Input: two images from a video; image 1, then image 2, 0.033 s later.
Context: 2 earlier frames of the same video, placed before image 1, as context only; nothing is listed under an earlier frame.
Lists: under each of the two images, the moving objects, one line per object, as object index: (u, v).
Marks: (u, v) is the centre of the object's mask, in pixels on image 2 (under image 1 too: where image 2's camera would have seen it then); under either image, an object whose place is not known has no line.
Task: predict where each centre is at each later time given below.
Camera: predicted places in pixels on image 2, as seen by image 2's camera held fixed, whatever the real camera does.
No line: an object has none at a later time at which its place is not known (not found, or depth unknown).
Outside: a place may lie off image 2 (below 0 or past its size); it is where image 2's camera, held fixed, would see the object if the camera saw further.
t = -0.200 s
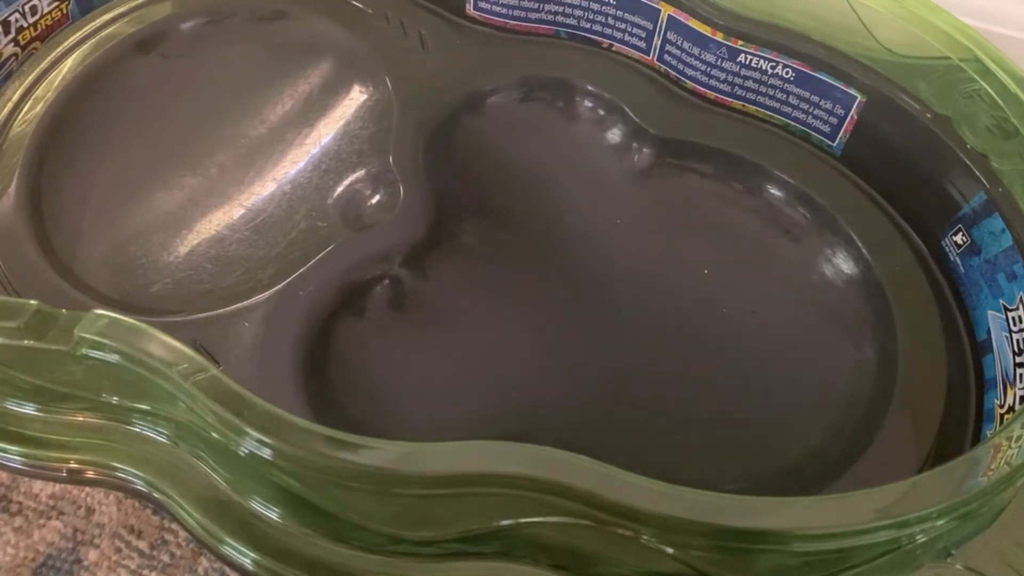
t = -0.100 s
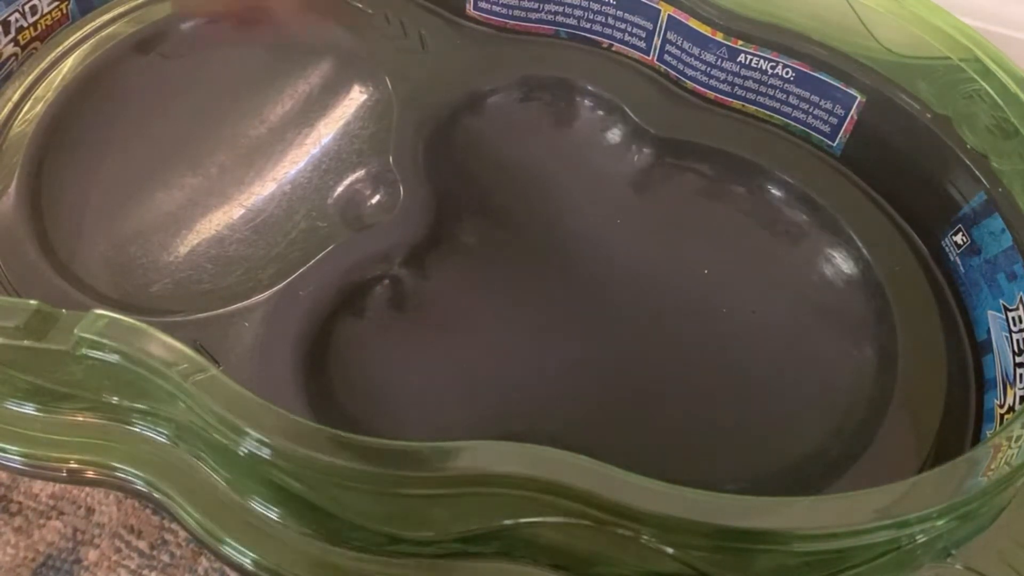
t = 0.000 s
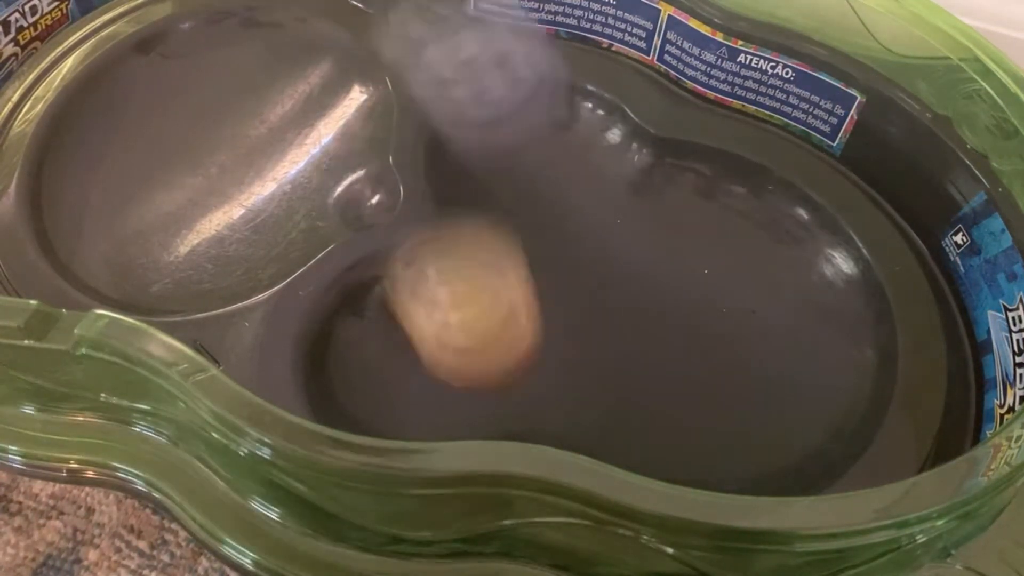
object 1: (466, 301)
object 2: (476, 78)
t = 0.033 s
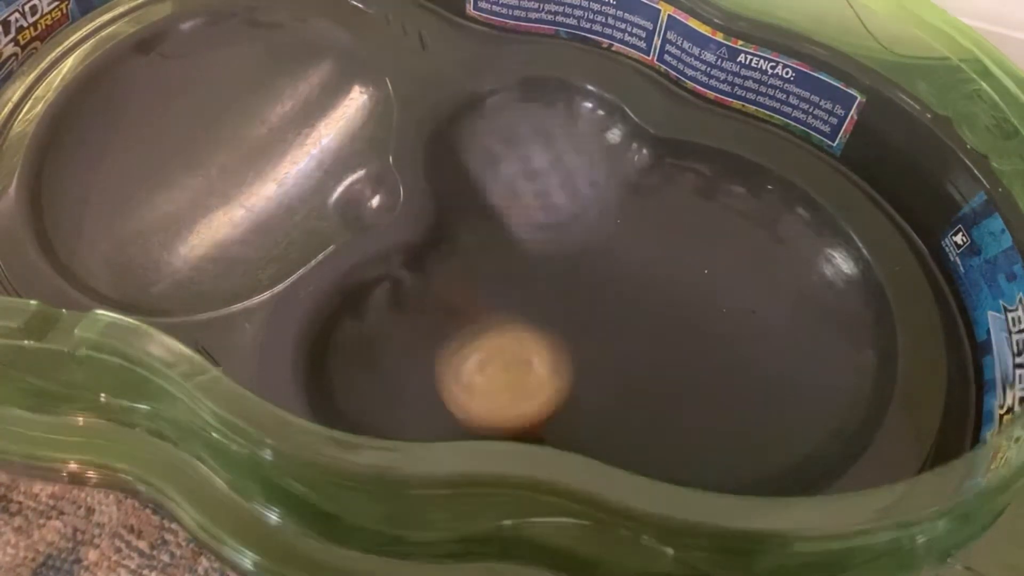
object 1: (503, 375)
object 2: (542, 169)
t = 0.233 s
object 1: (527, 324)
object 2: (948, 186)
